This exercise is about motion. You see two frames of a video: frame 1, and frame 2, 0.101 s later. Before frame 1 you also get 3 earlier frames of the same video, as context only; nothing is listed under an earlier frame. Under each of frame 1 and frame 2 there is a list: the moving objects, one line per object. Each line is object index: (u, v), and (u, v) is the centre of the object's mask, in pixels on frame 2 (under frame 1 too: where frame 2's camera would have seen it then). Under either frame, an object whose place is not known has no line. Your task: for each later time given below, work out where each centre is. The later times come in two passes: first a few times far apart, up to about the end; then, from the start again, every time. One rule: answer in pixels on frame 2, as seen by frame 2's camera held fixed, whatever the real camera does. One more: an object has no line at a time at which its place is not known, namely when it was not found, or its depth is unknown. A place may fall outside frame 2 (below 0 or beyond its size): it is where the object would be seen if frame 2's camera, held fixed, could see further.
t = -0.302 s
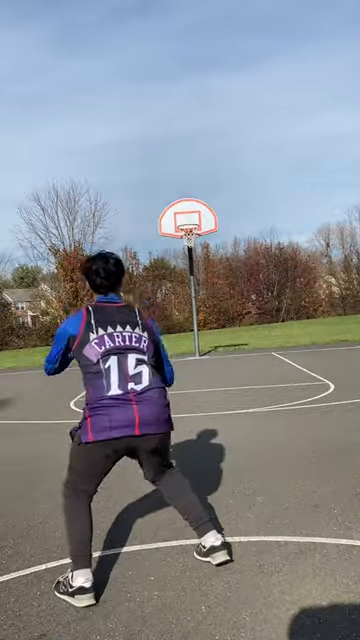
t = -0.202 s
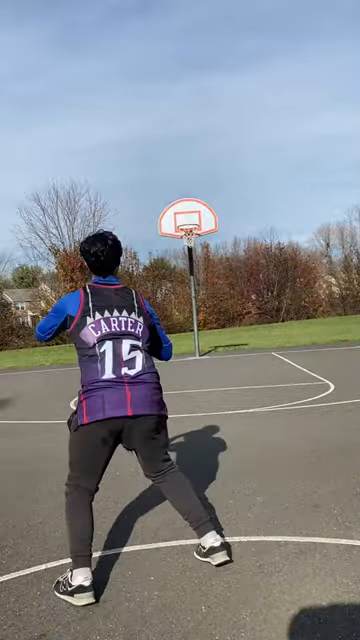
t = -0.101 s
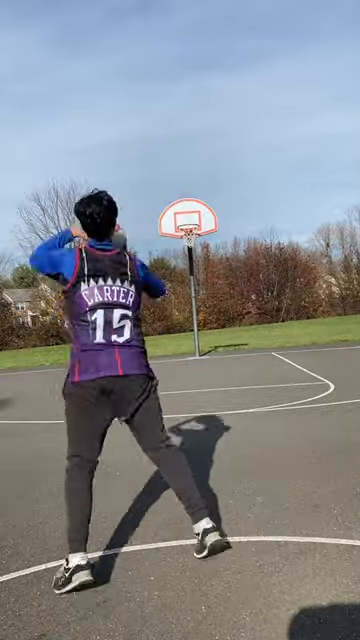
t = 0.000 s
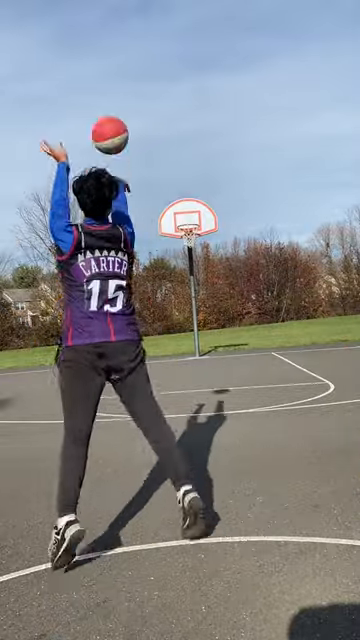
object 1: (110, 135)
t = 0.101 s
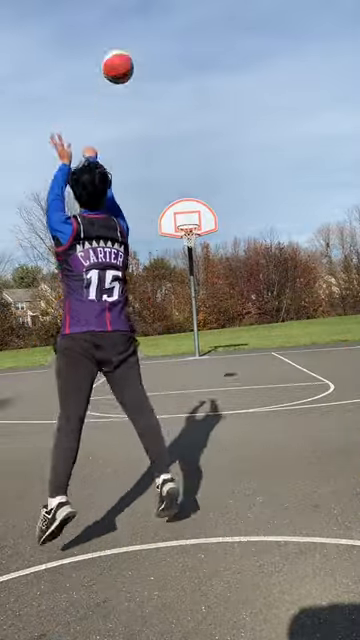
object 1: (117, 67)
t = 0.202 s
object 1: (125, 29)
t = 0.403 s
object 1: (137, 7)
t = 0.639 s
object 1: (150, 19)
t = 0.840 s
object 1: (161, 57)
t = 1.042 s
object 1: (171, 106)
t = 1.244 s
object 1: (179, 165)
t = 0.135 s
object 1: (120, 51)
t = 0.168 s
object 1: (122, 38)
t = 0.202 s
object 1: (125, 29)
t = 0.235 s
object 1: (127, 20)
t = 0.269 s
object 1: (129, 14)
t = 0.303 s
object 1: (131, 11)
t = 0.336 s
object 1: (133, 9)
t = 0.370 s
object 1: (136, 8)
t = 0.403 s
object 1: (137, 7)
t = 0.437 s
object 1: (139, 7)
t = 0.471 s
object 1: (141, 7)
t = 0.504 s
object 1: (143, 7)
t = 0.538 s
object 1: (145, 8)
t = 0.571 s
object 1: (146, 11)
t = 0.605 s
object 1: (148, 15)
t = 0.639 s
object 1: (150, 19)
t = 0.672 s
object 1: (152, 24)
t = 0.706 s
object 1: (154, 30)
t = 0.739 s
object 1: (155, 36)
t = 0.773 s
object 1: (158, 42)
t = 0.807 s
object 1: (159, 50)
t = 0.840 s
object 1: (161, 57)
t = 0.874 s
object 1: (163, 64)
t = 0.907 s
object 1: (164, 72)
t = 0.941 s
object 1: (166, 80)
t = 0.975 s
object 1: (167, 88)
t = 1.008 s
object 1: (169, 97)
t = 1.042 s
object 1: (171, 106)
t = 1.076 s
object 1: (172, 115)
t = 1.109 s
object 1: (173, 125)
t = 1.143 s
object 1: (175, 134)
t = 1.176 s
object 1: (176, 144)
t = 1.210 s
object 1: (178, 154)
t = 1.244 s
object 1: (179, 165)
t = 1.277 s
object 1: (180, 175)
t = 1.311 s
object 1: (181, 185)
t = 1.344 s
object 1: (183, 197)
